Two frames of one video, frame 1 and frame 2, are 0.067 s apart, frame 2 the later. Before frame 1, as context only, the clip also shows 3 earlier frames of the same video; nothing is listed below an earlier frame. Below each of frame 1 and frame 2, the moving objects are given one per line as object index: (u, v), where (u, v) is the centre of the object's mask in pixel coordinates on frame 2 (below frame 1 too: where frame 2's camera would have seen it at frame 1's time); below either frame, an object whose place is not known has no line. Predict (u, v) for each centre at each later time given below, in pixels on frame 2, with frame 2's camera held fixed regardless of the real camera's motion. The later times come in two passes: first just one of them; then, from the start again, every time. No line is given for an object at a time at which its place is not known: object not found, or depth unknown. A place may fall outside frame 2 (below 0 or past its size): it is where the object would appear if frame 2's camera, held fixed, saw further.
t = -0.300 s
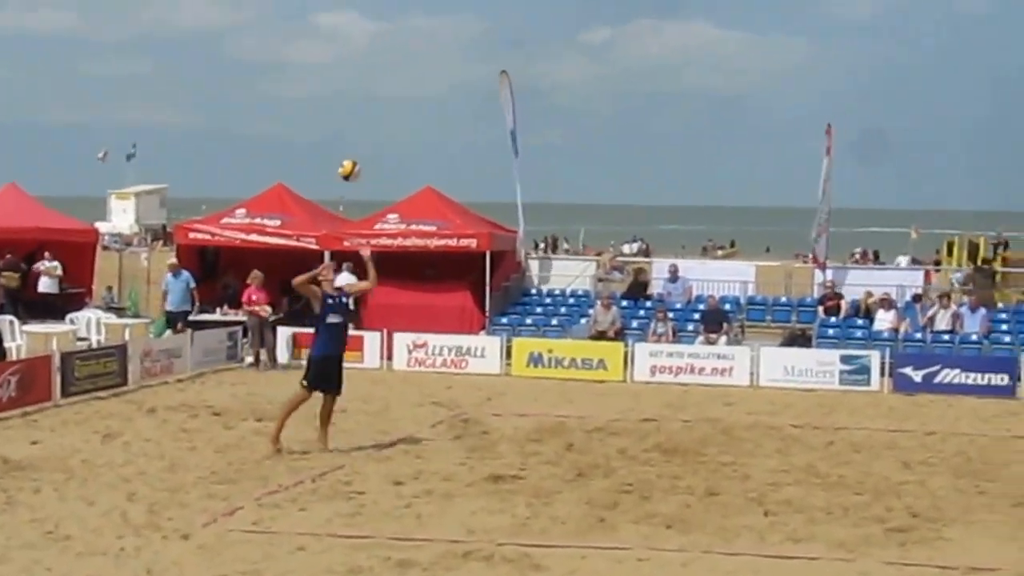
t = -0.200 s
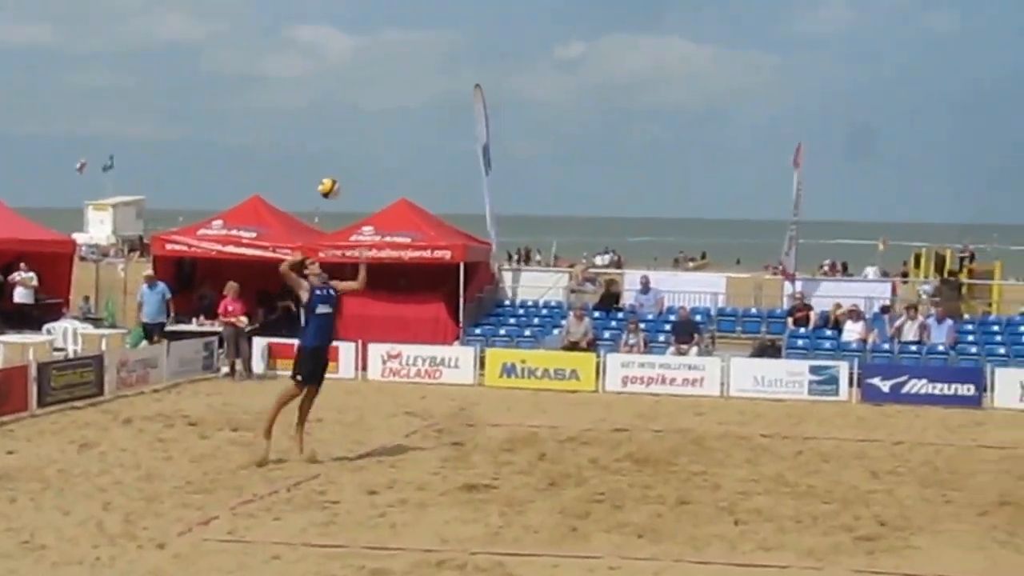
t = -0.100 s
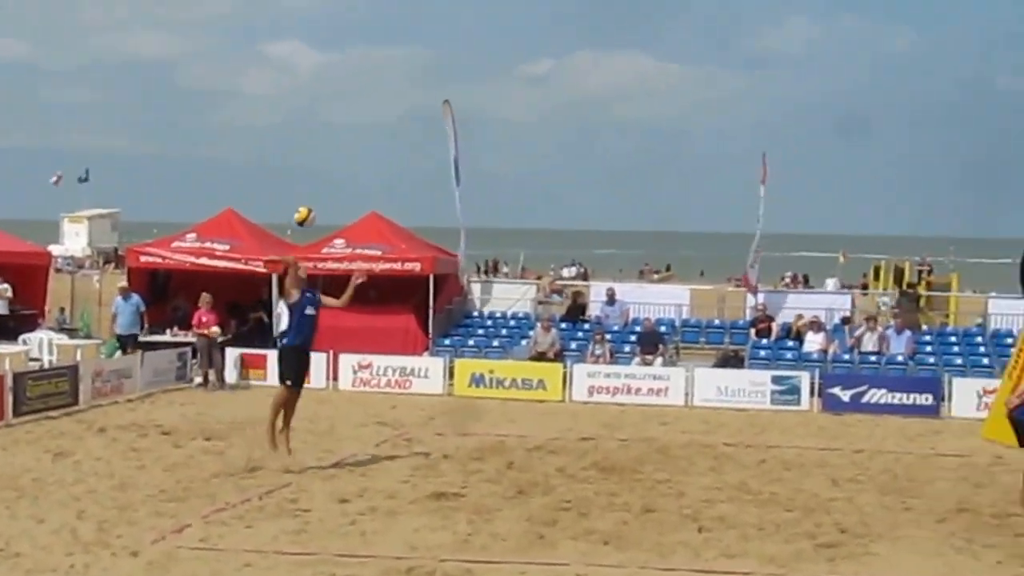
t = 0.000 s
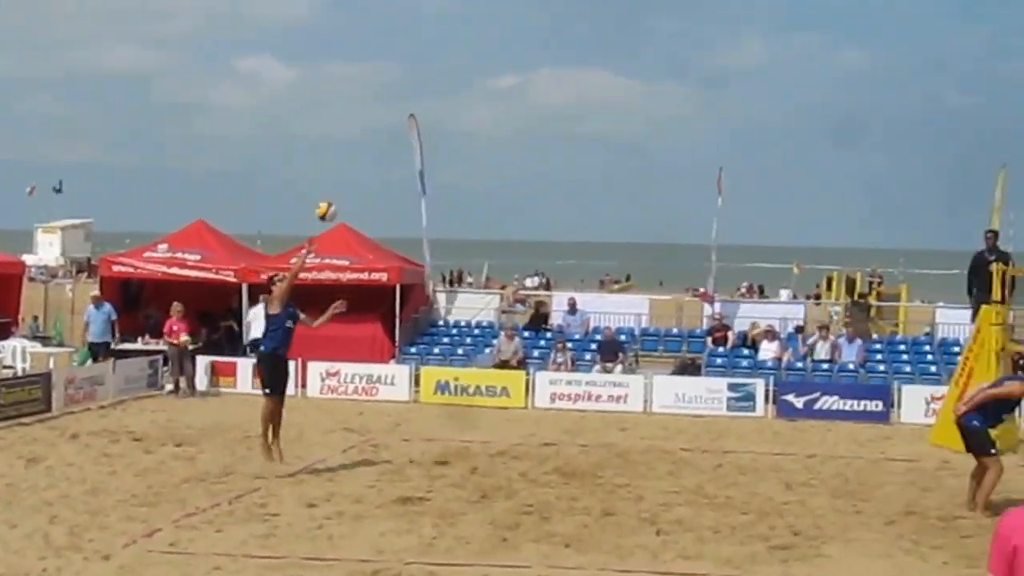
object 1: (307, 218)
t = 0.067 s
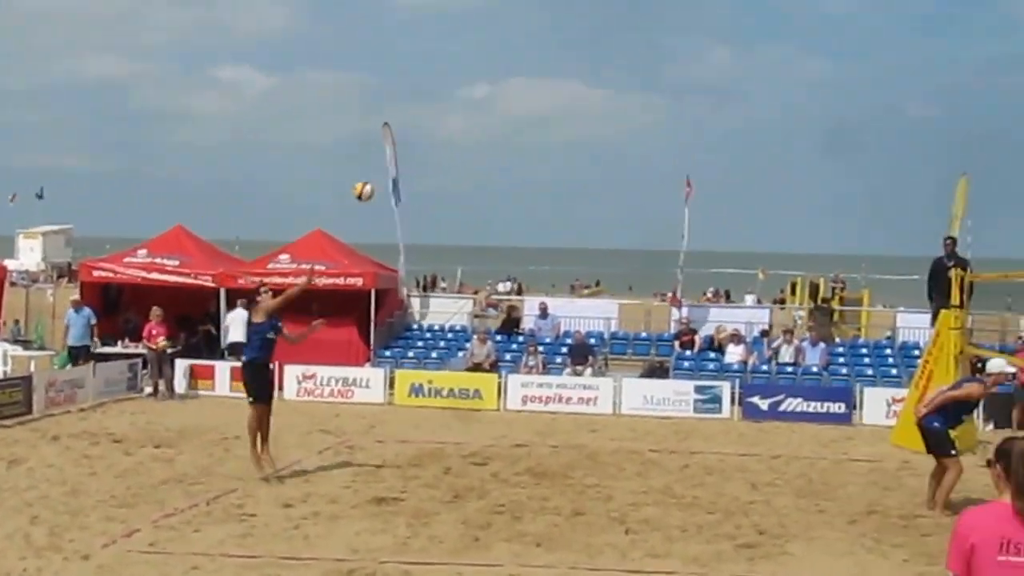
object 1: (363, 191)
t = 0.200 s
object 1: (478, 152)
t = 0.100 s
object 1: (391, 180)
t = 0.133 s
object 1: (421, 172)
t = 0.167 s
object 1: (449, 161)
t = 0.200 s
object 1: (478, 152)
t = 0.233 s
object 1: (506, 144)
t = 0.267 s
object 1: (533, 139)
